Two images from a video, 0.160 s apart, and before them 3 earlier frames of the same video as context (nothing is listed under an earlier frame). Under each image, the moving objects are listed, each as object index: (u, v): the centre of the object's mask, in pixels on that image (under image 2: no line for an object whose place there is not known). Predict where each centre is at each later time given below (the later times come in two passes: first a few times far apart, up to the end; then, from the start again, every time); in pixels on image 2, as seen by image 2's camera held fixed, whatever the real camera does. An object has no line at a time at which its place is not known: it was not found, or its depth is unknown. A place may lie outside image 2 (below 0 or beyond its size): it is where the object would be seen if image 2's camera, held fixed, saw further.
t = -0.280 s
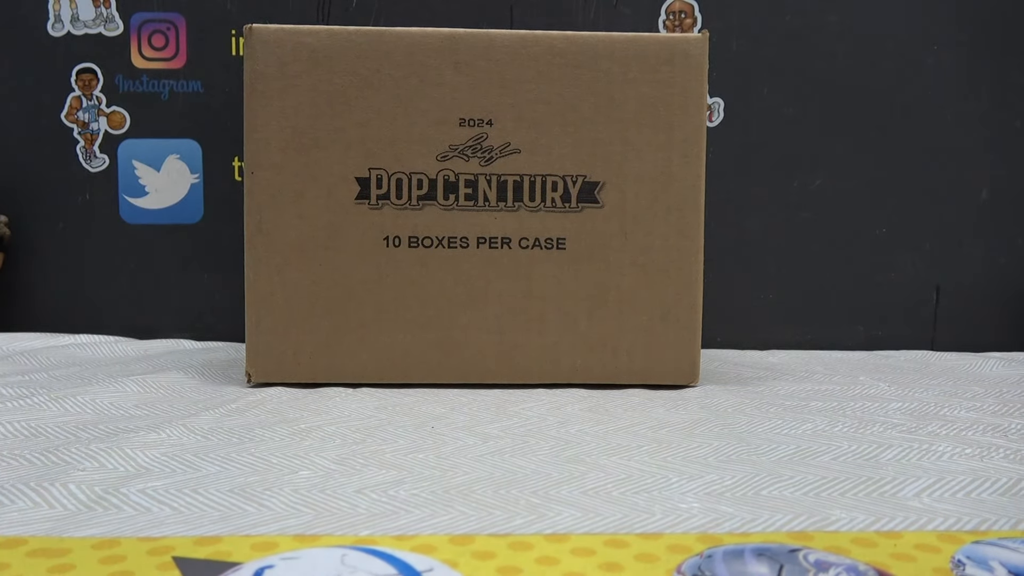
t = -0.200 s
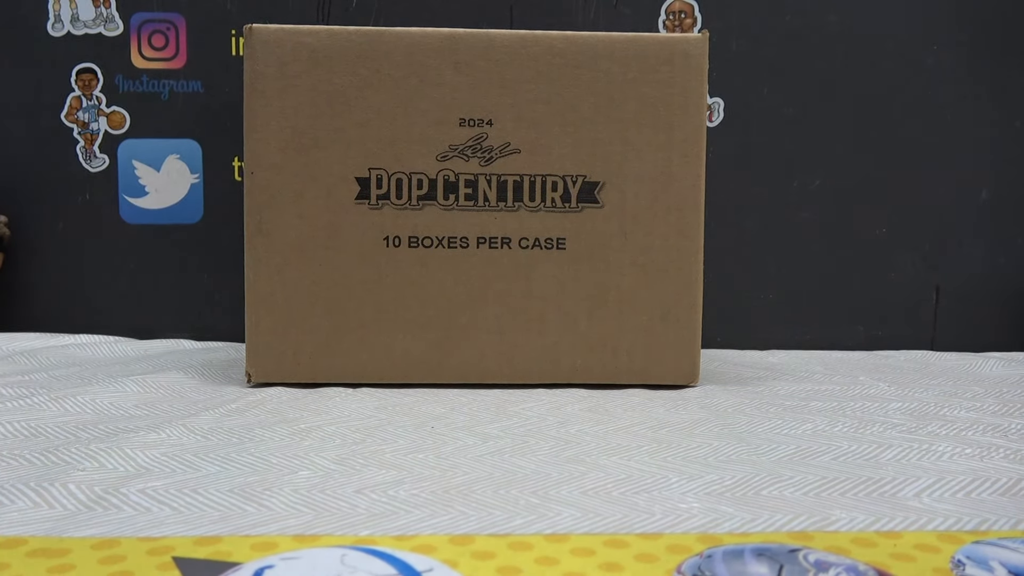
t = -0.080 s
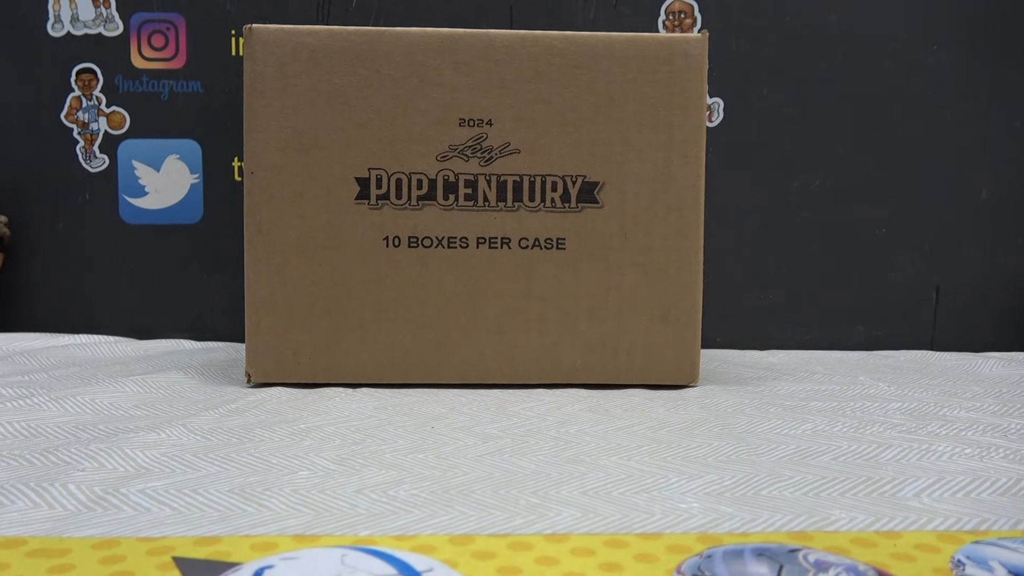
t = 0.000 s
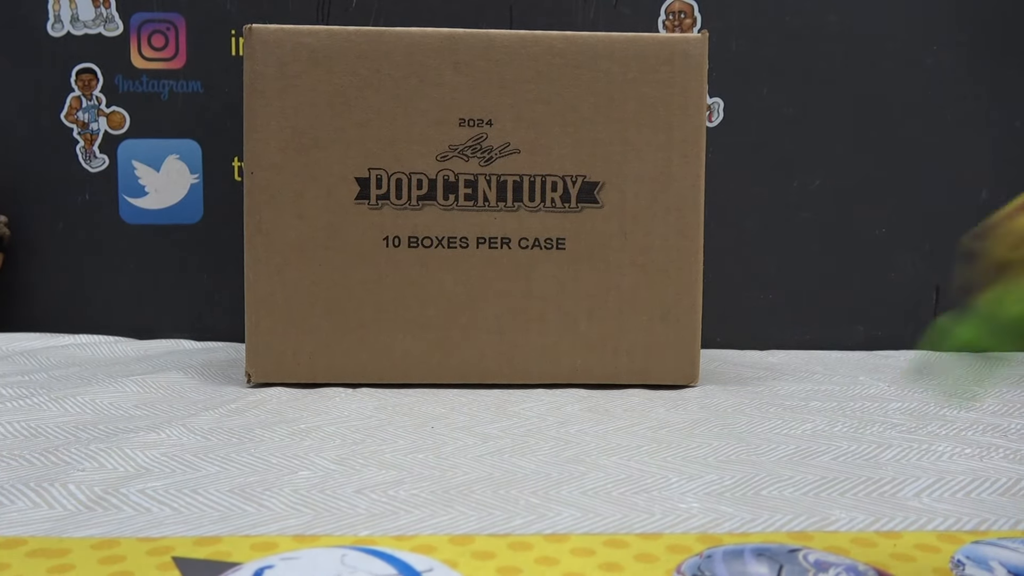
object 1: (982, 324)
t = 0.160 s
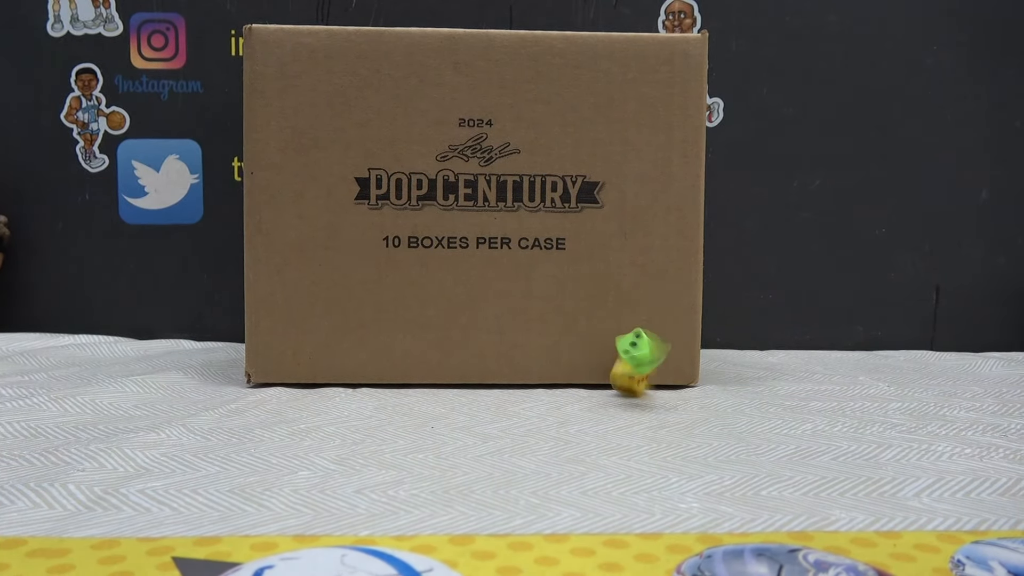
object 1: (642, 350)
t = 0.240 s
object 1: (574, 264)
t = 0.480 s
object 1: (321, 369)
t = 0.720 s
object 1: (50, 411)
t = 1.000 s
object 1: (22, 416)
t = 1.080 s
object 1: (22, 416)
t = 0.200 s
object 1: (608, 311)
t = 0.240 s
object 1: (574, 264)
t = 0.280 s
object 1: (539, 247)
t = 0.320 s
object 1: (500, 259)
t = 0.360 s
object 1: (461, 307)
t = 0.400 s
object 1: (423, 378)
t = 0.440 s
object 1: (371, 366)
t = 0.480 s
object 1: (321, 369)
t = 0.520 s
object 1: (267, 391)
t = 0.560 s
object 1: (213, 379)
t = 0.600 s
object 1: (160, 392)
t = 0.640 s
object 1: (121, 397)
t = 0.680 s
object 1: (81, 406)
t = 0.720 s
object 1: (50, 411)
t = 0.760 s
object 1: (28, 414)
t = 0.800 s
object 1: (23, 415)
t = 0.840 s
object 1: (22, 416)
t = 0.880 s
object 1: (22, 415)
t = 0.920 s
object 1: (22, 415)
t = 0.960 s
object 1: (22, 416)
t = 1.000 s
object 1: (22, 416)
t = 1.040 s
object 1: (22, 416)
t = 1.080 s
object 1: (22, 416)
